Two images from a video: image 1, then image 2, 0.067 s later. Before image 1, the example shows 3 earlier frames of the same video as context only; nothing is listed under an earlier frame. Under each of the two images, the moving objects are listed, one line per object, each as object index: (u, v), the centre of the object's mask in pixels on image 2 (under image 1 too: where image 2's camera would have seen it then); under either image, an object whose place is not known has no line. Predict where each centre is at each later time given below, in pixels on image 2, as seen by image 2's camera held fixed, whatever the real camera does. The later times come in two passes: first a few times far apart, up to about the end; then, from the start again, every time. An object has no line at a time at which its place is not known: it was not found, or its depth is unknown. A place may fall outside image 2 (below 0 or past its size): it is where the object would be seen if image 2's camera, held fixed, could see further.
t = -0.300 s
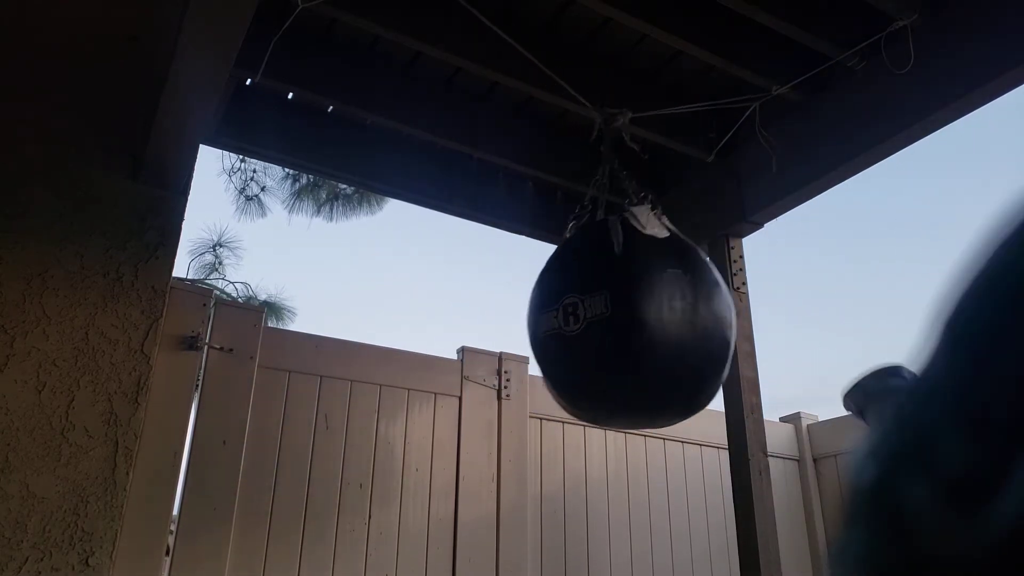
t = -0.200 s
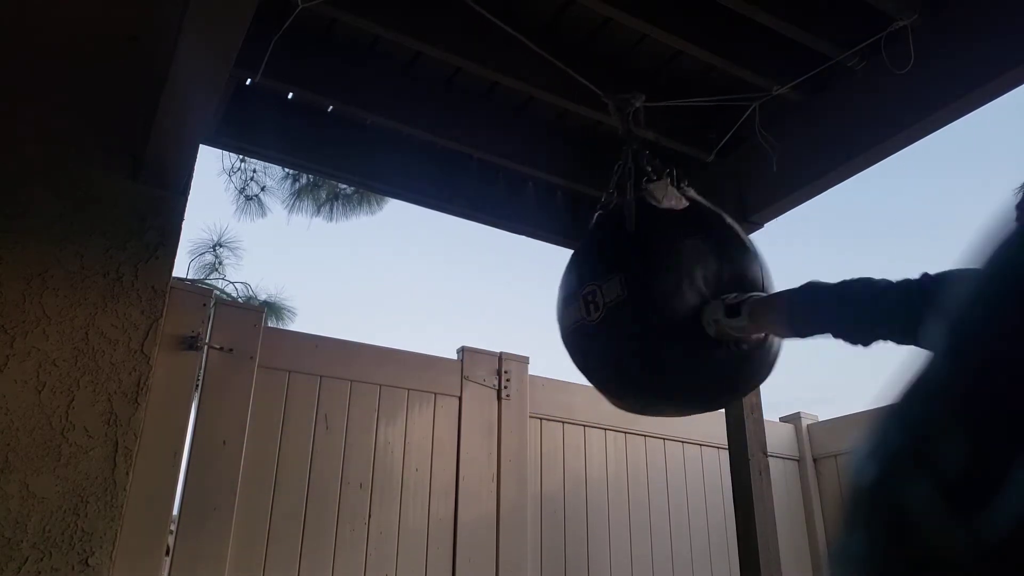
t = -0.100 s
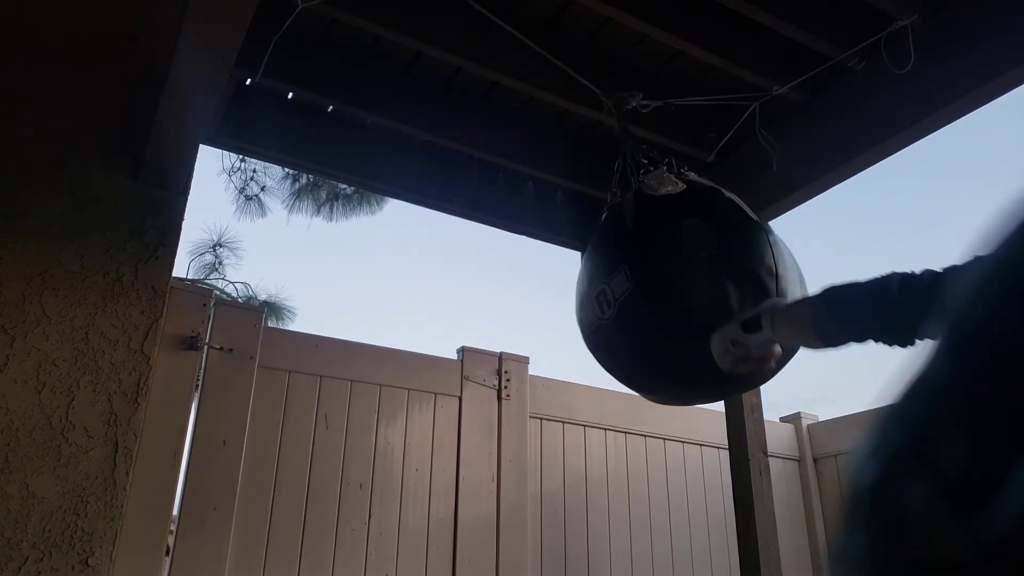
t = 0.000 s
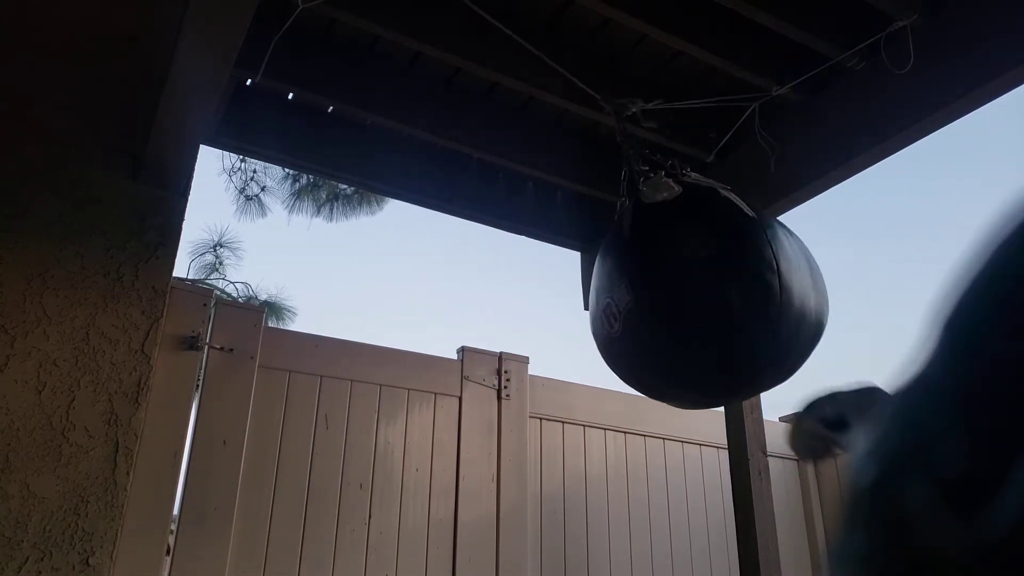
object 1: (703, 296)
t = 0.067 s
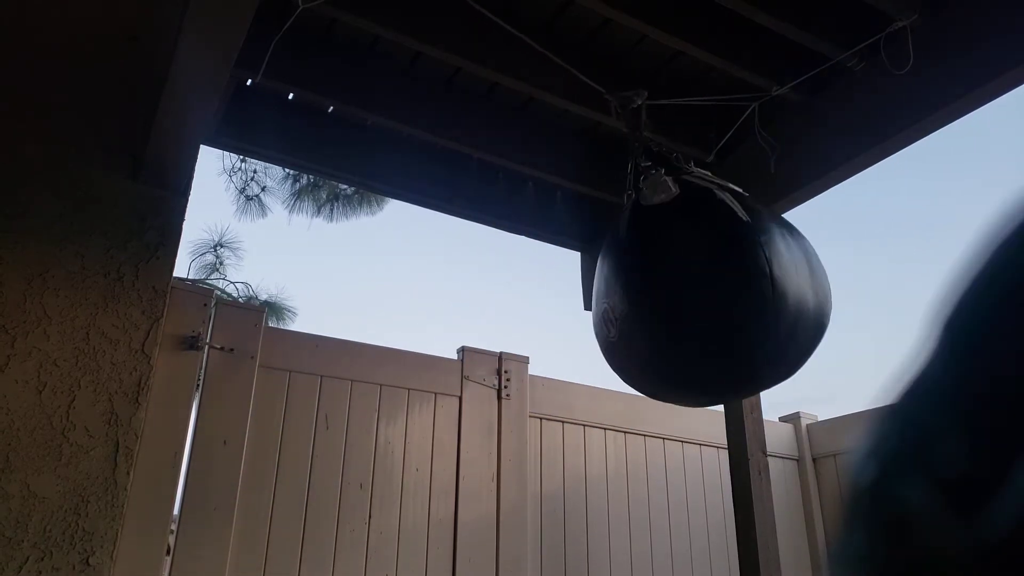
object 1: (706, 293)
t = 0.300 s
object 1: (678, 305)
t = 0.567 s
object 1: (603, 322)
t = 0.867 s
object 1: (551, 323)
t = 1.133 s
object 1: (564, 329)
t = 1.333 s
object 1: (605, 330)
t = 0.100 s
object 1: (705, 292)
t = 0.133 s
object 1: (703, 291)
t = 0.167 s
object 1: (699, 291)
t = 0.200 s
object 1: (695, 294)
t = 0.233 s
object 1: (691, 298)
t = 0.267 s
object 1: (685, 302)
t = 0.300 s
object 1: (678, 305)
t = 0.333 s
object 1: (670, 306)
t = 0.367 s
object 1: (661, 307)
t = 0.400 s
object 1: (651, 308)
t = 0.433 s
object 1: (641, 311)
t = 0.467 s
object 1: (631, 314)
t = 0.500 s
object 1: (622, 318)
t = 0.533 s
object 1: (612, 321)
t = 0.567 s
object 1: (603, 322)
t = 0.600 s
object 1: (594, 322)
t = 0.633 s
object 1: (587, 322)
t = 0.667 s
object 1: (579, 322)
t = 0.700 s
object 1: (573, 322)
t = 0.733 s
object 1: (567, 323)
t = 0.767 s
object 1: (562, 323)
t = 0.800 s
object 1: (557, 324)
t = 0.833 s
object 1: (553, 324)
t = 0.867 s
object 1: (551, 323)
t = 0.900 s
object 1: (549, 323)
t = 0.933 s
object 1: (549, 323)
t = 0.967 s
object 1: (549, 324)
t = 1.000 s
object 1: (550, 325)
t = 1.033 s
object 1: (552, 326)
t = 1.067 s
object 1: (555, 327)
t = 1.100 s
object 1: (559, 328)
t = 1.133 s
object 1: (564, 329)
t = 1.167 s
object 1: (569, 329)
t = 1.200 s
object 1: (575, 330)
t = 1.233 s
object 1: (582, 331)
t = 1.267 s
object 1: (590, 331)
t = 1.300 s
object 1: (597, 331)
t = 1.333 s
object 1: (605, 330)
